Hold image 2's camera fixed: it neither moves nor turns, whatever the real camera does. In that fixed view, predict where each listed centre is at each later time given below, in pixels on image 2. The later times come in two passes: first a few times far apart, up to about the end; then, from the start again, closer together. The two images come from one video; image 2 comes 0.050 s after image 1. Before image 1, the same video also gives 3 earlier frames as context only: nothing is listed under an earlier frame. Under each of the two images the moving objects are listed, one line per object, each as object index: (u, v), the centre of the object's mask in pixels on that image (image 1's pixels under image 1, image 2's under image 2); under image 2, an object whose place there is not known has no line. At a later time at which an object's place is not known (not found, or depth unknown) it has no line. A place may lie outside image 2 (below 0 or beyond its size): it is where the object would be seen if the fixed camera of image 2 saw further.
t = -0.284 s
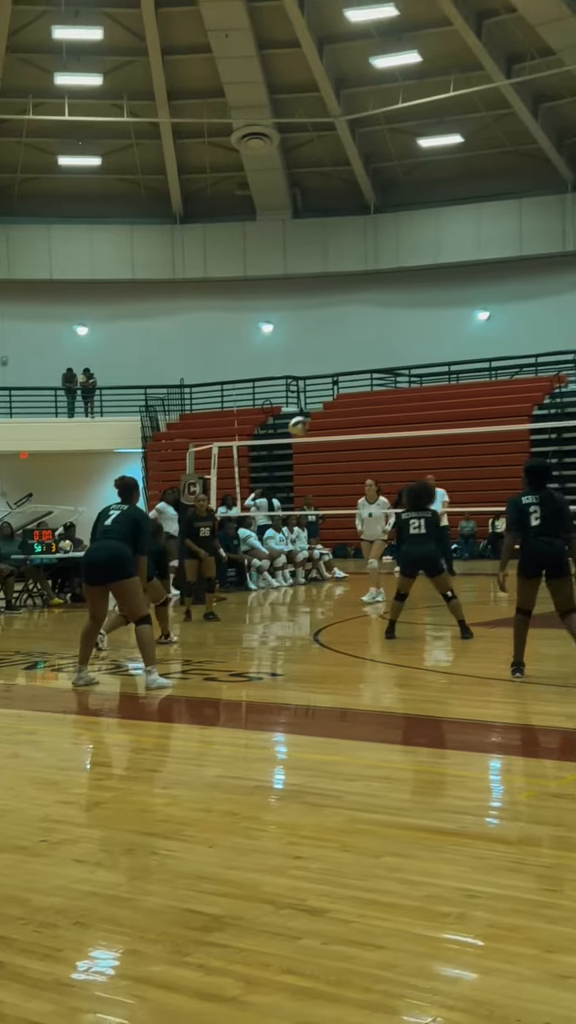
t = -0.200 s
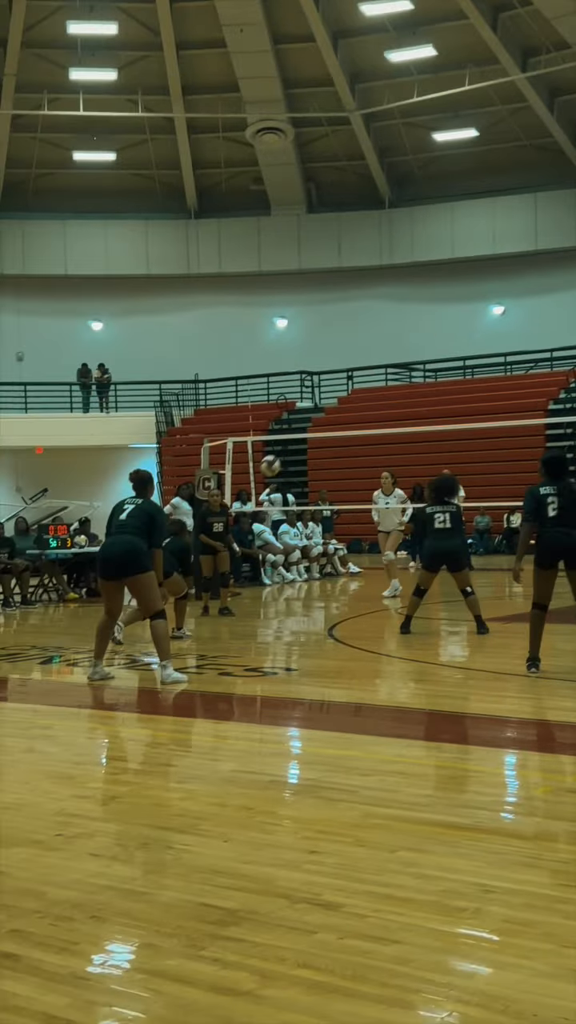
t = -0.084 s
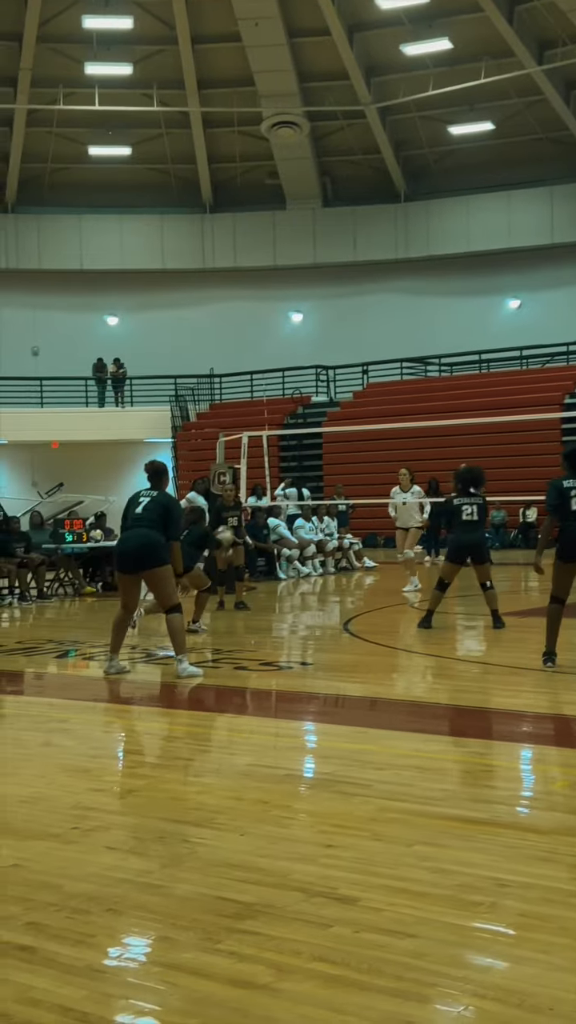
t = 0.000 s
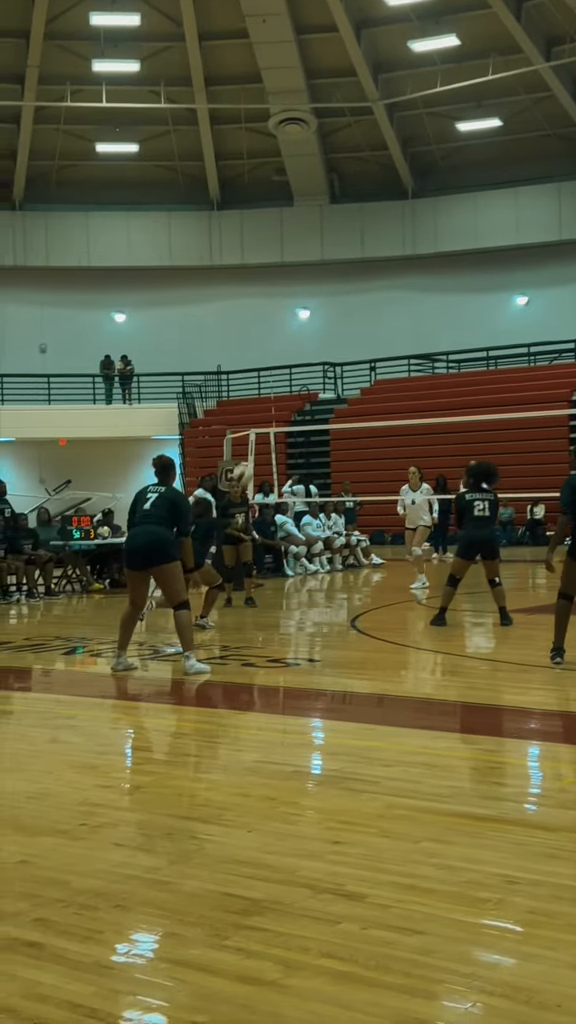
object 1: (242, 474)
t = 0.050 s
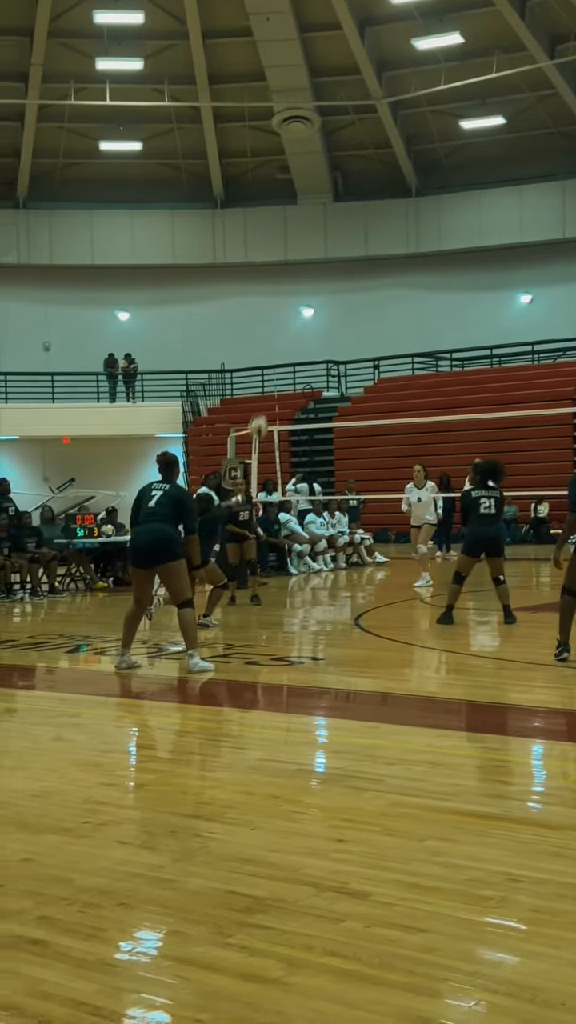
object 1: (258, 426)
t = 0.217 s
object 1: (297, 291)
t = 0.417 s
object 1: (336, 173)
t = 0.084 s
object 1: (266, 399)
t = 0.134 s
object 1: (278, 355)
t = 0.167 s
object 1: (285, 328)
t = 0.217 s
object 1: (297, 291)
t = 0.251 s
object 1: (304, 268)
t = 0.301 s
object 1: (315, 236)
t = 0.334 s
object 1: (321, 216)
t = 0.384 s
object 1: (331, 189)
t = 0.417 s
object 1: (336, 173)
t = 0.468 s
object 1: (345, 151)
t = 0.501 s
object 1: (351, 137)
